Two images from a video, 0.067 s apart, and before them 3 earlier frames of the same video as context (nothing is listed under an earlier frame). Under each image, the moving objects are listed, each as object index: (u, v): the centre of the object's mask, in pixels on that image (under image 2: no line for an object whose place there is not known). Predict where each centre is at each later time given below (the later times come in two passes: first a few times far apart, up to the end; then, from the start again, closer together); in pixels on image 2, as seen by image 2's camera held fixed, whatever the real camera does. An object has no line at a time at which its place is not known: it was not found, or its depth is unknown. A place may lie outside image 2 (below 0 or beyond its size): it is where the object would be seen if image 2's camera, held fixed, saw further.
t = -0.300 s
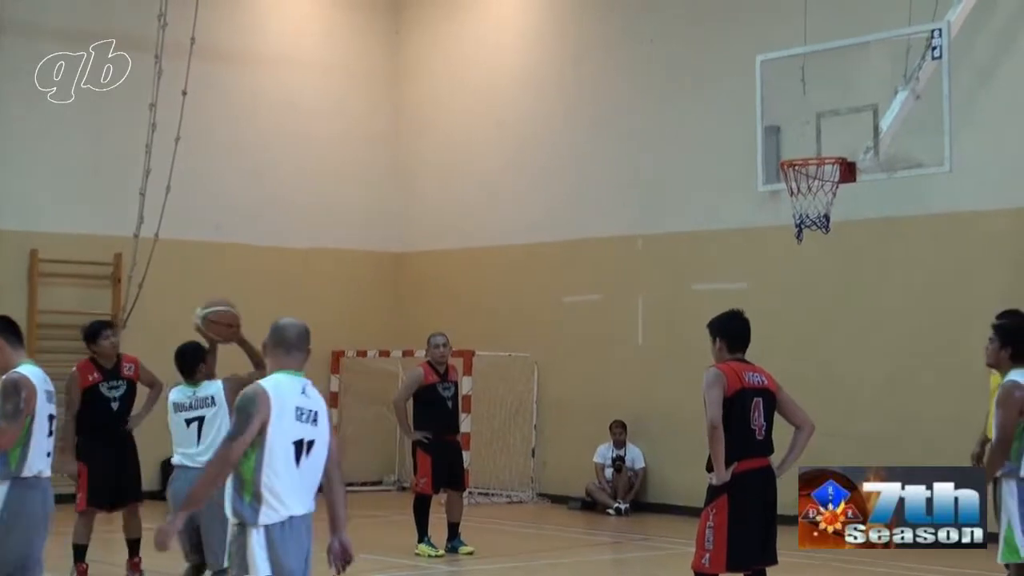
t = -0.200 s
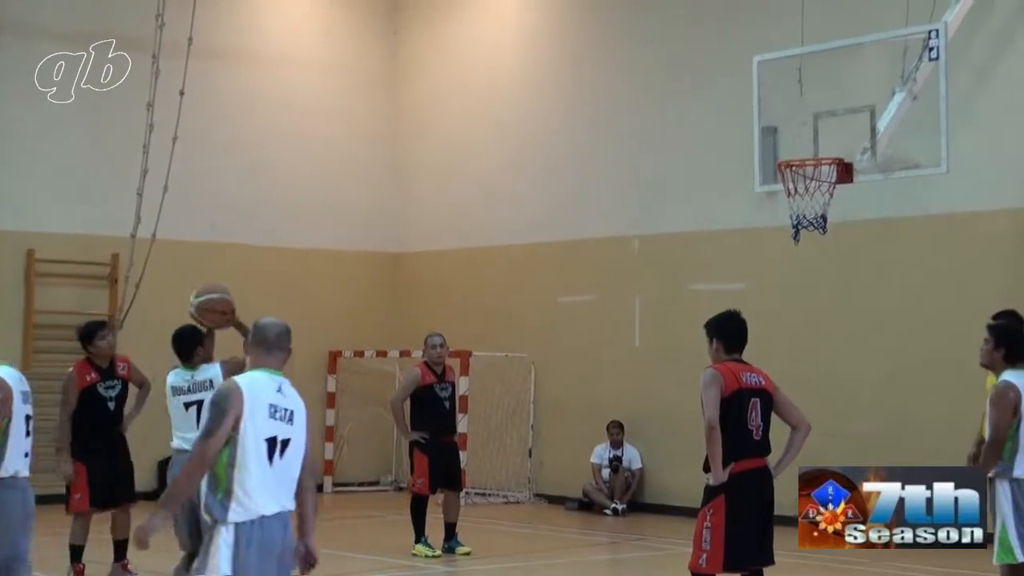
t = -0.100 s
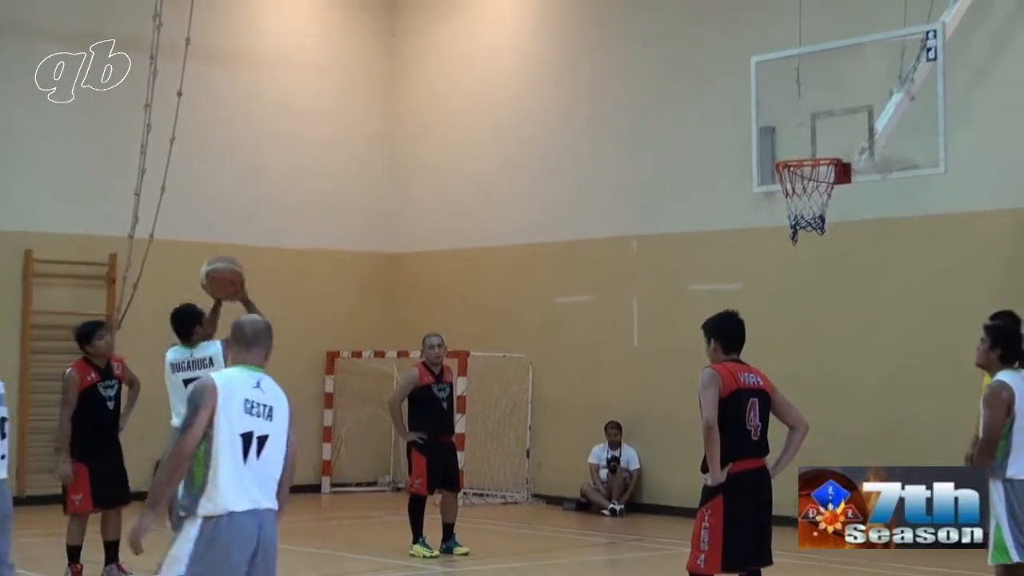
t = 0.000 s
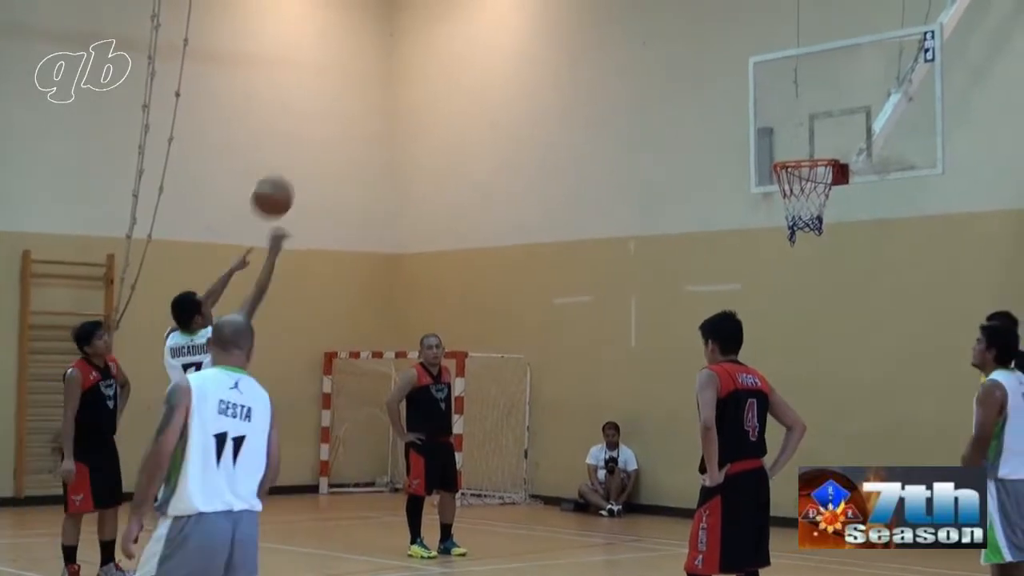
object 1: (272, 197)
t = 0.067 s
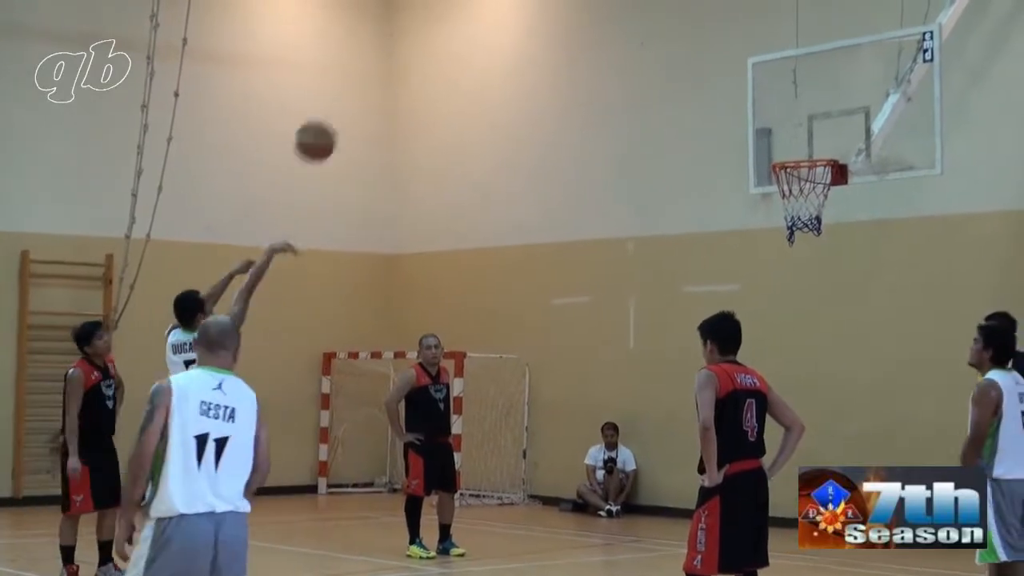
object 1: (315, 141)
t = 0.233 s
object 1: (419, 42)
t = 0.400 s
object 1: (515, 4)
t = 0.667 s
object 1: (650, 10)
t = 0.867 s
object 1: (739, 83)
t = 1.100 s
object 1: (831, 198)
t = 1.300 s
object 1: (819, 191)
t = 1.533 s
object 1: (808, 208)
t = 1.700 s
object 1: (805, 248)
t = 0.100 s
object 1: (337, 116)
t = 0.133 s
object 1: (358, 94)
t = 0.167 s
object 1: (378, 75)
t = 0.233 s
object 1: (419, 42)
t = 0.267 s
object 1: (439, 27)
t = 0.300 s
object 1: (458, 16)
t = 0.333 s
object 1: (477, 11)
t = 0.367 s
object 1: (496, 7)
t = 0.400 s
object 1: (515, 4)
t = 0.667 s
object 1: (650, 10)
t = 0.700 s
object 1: (666, 18)
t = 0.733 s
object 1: (681, 28)
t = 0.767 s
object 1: (696, 39)
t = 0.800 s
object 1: (711, 52)
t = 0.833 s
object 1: (725, 67)
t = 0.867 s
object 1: (739, 83)
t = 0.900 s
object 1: (753, 101)
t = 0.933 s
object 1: (767, 120)
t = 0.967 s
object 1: (781, 138)
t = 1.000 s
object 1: (796, 159)
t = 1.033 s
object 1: (808, 181)
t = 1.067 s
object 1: (825, 198)
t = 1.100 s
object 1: (831, 198)
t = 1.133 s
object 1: (836, 196)
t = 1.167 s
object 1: (835, 196)
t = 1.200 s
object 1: (836, 195)
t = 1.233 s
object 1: (826, 197)
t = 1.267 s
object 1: (822, 194)
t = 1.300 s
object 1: (819, 191)
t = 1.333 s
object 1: (816, 191)
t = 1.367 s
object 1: (812, 190)
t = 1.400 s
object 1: (814, 189)
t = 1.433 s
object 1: (811, 194)
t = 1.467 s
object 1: (809, 196)
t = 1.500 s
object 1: (809, 202)
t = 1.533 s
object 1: (808, 208)
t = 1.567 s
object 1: (808, 212)
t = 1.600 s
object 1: (809, 219)
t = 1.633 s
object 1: (805, 225)
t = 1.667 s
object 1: (807, 238)
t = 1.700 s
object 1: (805, 248)
